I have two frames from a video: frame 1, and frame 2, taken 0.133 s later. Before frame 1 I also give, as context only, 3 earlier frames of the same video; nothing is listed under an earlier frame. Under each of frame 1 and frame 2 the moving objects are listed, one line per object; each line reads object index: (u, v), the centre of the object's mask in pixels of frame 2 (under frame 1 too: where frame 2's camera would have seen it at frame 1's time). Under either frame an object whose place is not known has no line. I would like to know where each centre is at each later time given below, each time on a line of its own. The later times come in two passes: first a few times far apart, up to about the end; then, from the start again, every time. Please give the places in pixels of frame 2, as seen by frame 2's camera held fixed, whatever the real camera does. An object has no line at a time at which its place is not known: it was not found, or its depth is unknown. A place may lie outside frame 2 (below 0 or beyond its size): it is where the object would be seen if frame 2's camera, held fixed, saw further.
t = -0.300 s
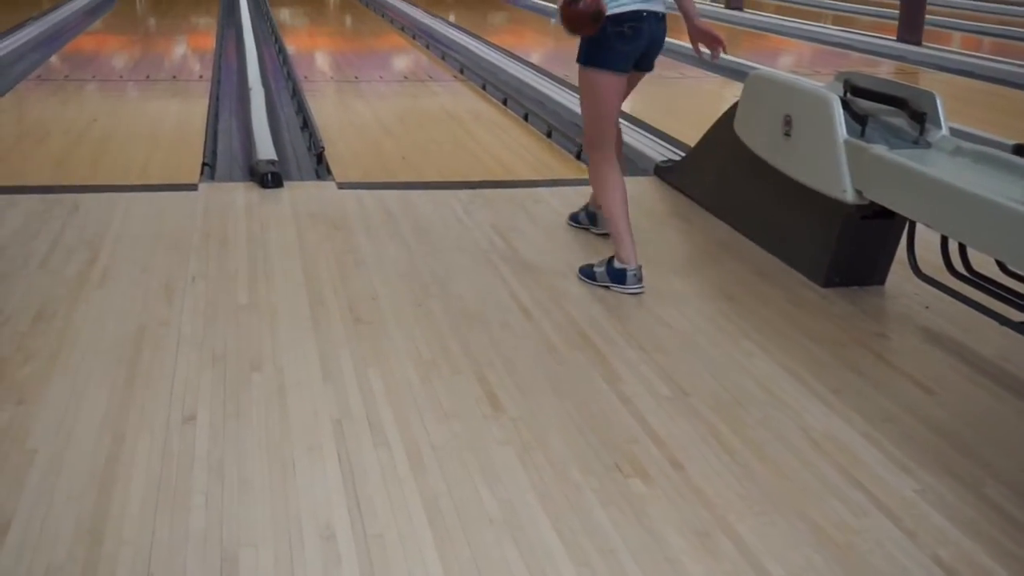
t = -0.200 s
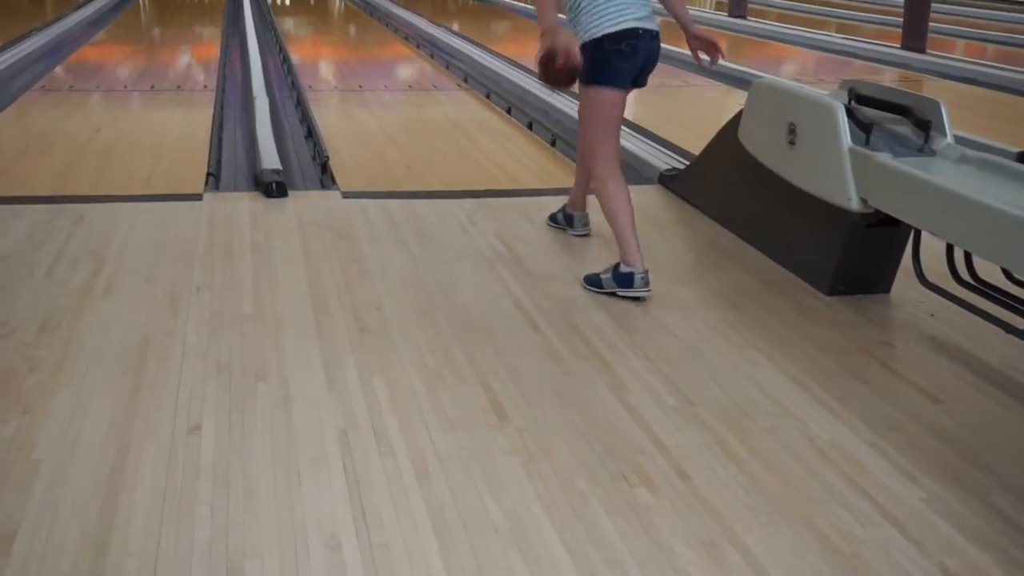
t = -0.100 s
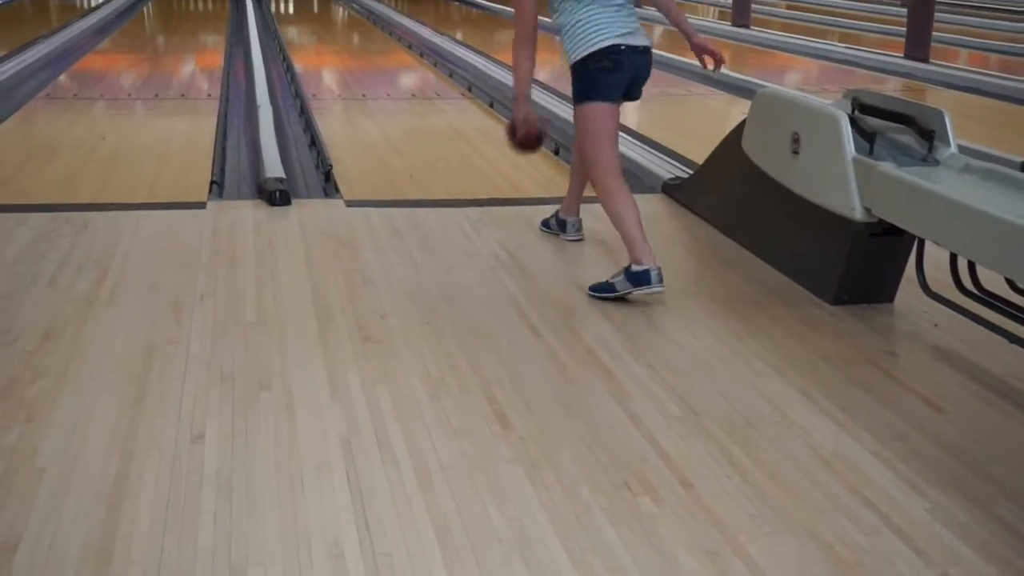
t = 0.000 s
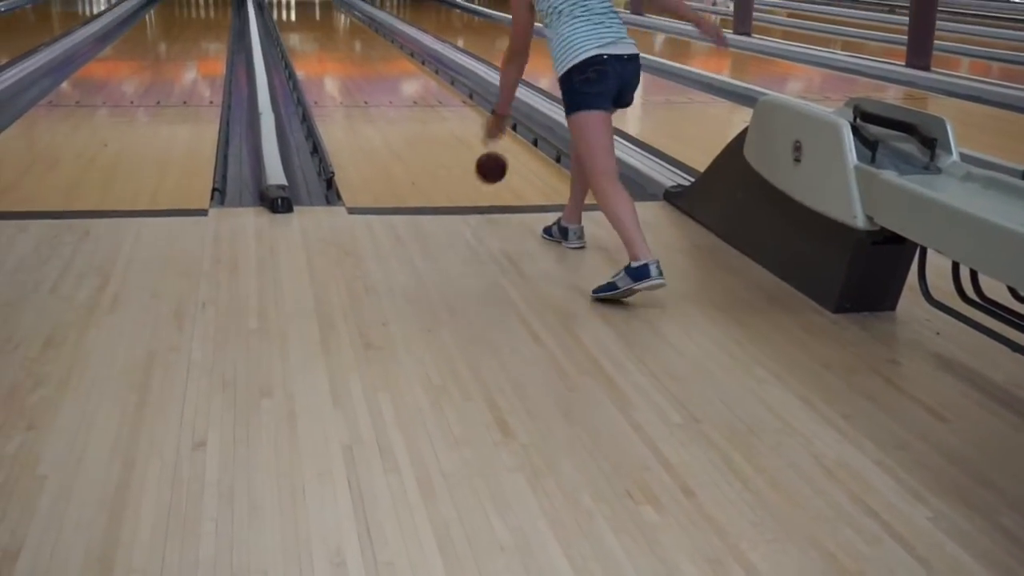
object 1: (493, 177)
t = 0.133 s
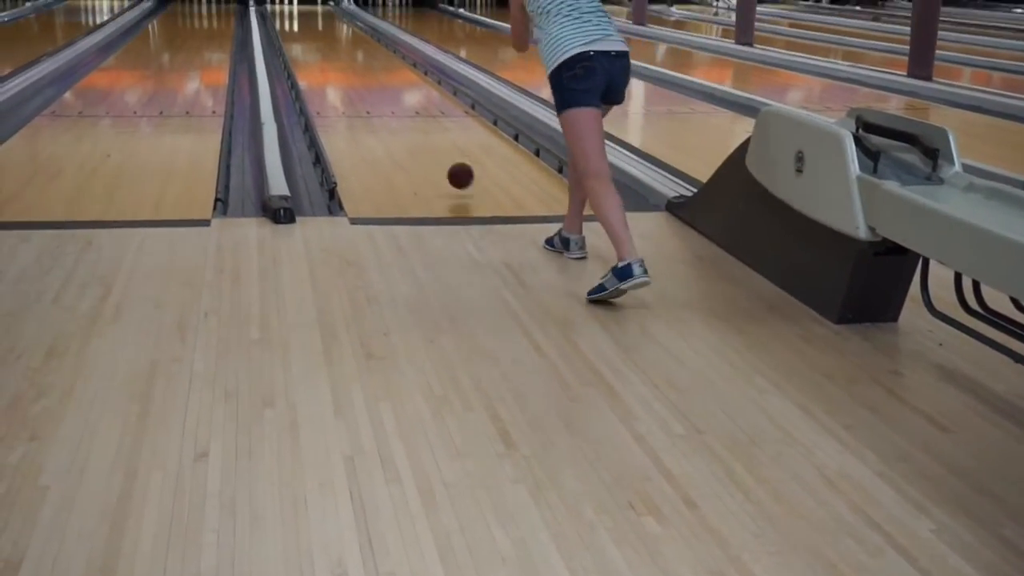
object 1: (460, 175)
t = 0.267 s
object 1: (438, 149)
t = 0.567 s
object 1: (409, 103)
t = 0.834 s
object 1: (395, 78)
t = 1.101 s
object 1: (386, 62)
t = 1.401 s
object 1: (380, 49)
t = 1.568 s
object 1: (378, 50)
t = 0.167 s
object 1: (454, 167)
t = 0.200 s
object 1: (449, 161)
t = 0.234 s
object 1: (443, 158)
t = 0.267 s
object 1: (438, 149)
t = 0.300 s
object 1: (434, 144)
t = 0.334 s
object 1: (430, 137)
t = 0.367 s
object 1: (426, 131)
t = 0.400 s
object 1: (423, 126)
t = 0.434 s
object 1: (419, 121)
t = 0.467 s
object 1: (416, 116)
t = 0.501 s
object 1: (414, 111)
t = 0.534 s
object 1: (411, 107)
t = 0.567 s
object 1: (409, 103)
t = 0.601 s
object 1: (407, 99)
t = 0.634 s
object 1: (404, 95)
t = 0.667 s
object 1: (403, 92)
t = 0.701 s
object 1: (401, 88)
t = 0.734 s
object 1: (399, 85)
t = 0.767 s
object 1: (398, 83)
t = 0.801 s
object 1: (396, 80)
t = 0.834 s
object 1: (395, 78)
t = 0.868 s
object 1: (393, 75)
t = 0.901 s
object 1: (392, 73)
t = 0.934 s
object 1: (391, 71)
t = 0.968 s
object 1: (390, 69)
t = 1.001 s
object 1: (388, 67)
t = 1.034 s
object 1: (387, 65)
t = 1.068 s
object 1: (386, 63)
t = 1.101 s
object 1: (386, 62)
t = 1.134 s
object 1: (385, 60)
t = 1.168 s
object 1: (384, 58)
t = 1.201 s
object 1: (383, 57)
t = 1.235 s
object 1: (383, 56)
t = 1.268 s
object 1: (382, 54)
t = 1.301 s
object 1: (381, 52)
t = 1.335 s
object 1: (381, 51)
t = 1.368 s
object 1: (380, 51)
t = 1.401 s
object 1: (380, 49)
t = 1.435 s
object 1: (379, 49)
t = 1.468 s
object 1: (379, 49)
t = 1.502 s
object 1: (379, 49)
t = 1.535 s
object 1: (378, 49)
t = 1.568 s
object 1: (378, 50)
